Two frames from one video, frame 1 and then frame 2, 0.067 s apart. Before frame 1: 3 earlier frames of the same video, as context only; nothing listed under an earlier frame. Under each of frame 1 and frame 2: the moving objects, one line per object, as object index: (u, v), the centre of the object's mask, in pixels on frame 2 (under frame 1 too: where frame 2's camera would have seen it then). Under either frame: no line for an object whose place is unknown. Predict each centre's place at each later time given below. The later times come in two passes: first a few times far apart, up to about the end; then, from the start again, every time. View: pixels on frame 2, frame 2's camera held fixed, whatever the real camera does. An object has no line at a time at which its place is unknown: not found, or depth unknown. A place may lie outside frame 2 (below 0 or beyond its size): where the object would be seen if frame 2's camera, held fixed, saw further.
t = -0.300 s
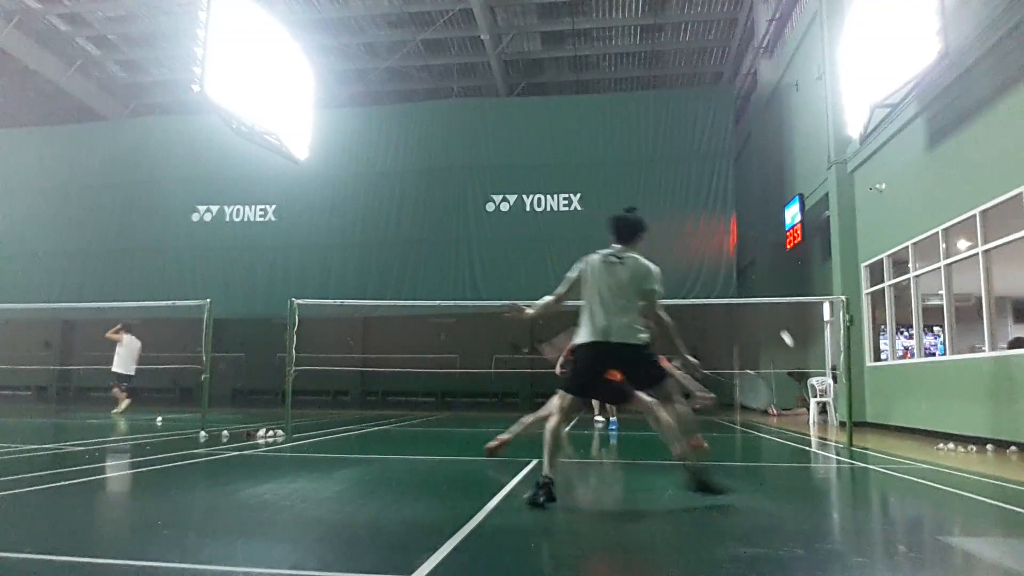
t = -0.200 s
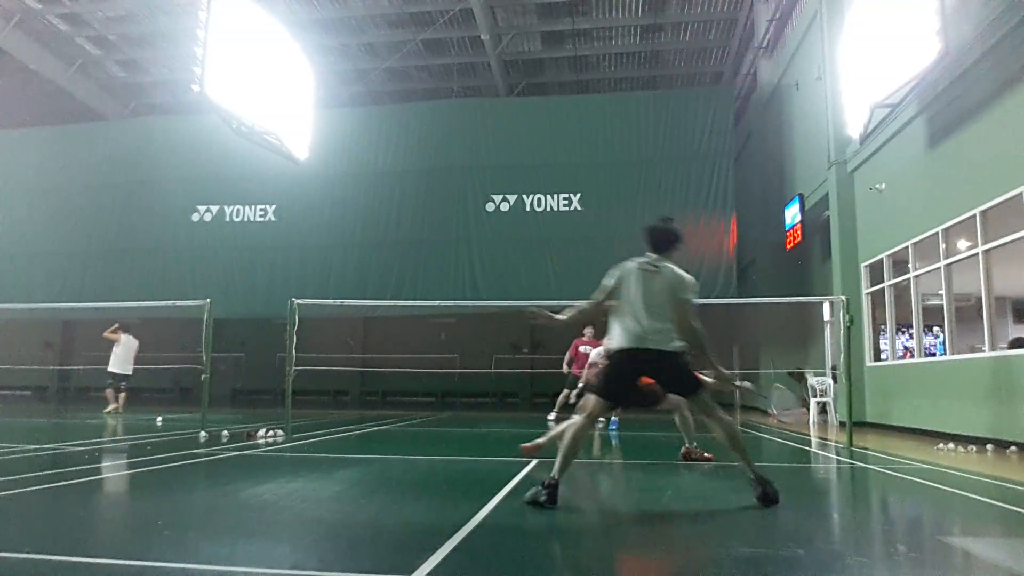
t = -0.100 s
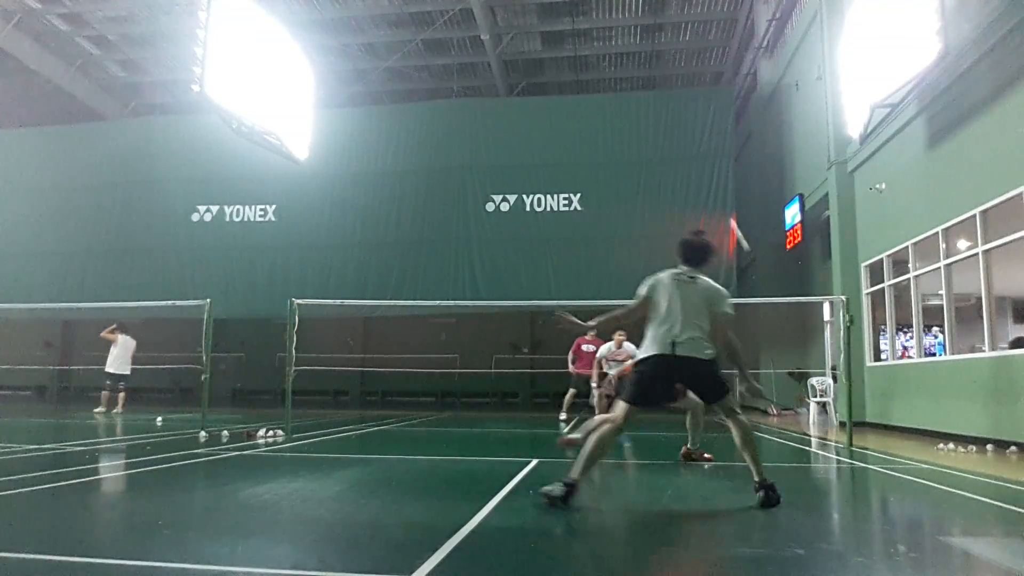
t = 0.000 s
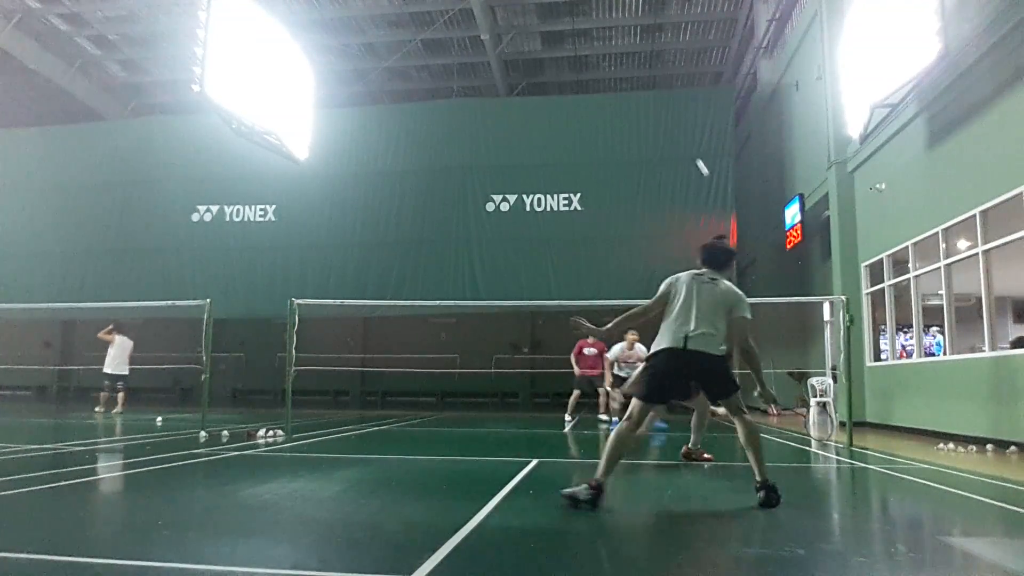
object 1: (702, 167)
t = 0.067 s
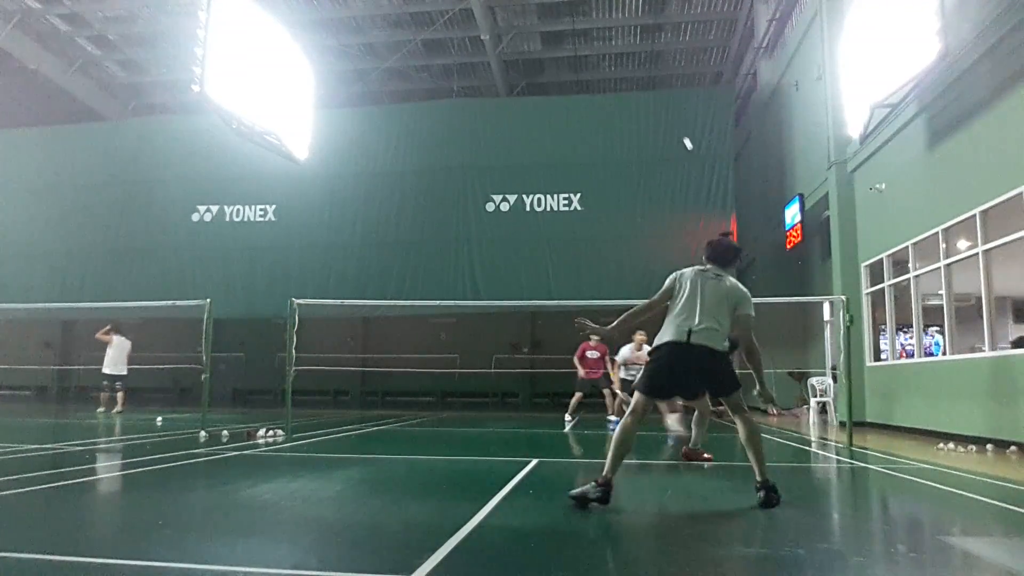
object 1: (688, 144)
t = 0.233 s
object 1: (664, 115)
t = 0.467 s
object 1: (647, 113)
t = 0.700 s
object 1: (635, 139)
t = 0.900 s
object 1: (630, 177)
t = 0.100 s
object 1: (682, 135)
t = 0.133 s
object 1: (676, 127)
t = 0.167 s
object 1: (672, 122)
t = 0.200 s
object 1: (668, 118)
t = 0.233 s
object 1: (664, 115)
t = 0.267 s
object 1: (661, 113)
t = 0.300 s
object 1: (658, 111)
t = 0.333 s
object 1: (656, 110)
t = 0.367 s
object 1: (653, 110)
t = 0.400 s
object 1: (651, 111)
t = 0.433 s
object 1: (648, 112)
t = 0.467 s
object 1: (647, 113)
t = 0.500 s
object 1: (645, 115)
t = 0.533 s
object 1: (643, 118)
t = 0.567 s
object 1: (641, 122)
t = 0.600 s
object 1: (639, 125)
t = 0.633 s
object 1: (638, 129)
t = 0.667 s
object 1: (637, 134)
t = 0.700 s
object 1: (635, 139)
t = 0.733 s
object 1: (634, 144)
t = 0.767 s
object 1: (633, 150)
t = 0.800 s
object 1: (633, 157)
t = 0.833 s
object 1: (632, 163)
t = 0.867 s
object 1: (631, 169)
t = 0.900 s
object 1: (630, 177)
